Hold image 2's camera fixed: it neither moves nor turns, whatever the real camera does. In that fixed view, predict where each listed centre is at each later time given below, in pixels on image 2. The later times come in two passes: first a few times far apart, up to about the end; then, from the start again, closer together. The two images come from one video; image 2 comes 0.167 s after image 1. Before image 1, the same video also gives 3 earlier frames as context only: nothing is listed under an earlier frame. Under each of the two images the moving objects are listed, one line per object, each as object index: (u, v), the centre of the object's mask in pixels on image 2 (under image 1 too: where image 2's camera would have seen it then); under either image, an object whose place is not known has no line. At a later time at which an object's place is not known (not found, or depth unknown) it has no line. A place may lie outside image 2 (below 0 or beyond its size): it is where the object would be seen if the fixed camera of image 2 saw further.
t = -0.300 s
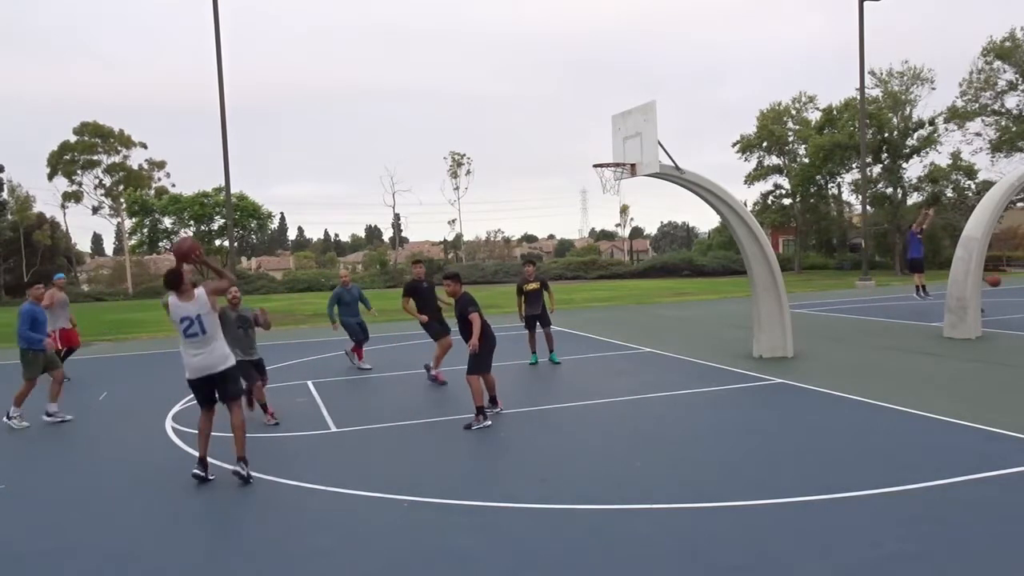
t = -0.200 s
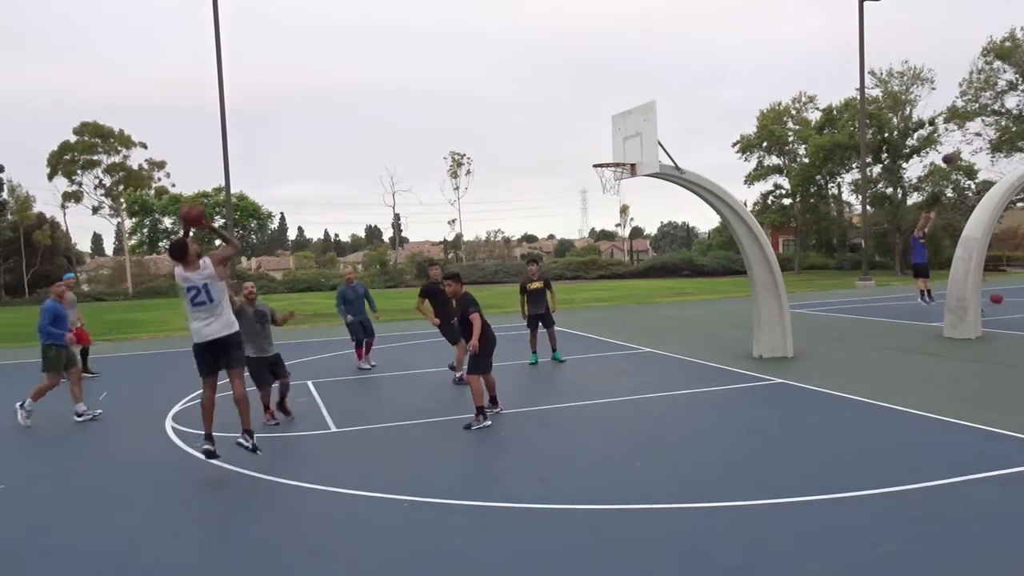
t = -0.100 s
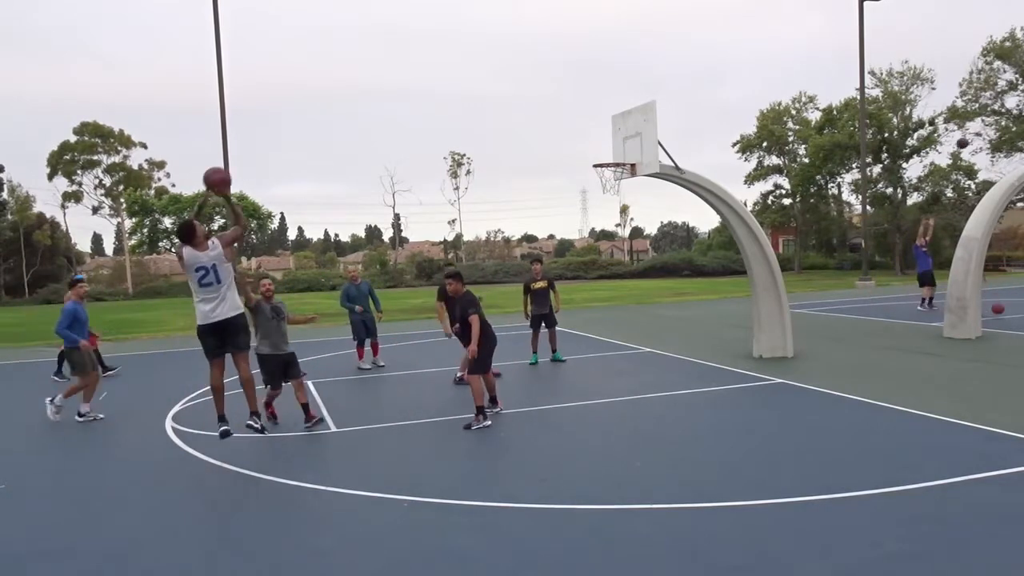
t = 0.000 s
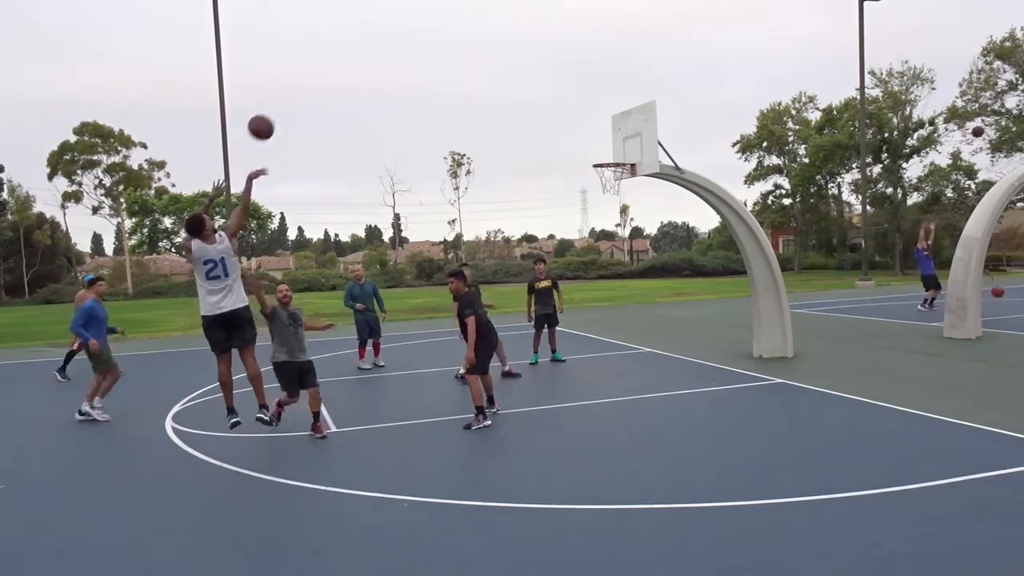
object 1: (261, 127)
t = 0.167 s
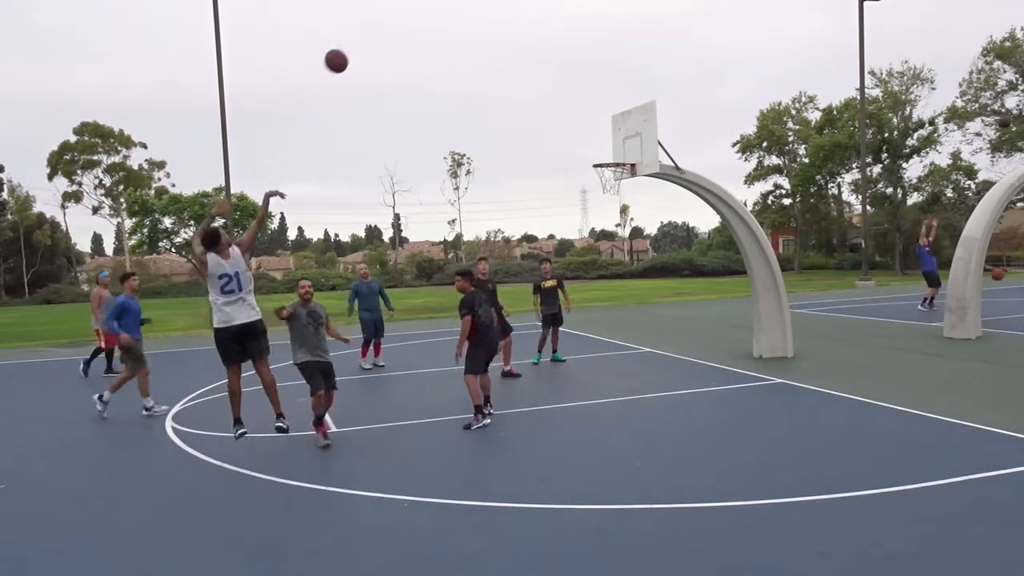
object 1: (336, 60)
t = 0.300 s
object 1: (389, 32)
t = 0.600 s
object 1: (488, 32)
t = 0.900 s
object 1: (567, 97)
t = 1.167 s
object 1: (614, 141)
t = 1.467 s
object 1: (638, 93)
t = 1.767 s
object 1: (672, 112)
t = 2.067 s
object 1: (717, 227)
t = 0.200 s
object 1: (350, 51)
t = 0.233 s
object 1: (363, 44)
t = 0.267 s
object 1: (376, 38)
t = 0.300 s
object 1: (389, 32)
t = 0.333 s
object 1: (401, 28)
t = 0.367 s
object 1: (413, 25)
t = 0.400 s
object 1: (425, 24)
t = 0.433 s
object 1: (436, 23)
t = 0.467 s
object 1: (447, 23)
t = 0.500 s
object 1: (457, 24)
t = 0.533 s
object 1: (468, 26)
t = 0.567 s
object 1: (478, 29)
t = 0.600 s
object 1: (488, 32)
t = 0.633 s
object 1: (498, 37)
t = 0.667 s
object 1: (507, 42)
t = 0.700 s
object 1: (516, 48)
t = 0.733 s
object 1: (525, 54)
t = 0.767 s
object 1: (534, 62)
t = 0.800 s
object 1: (543, 69)
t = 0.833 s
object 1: (551, 78)
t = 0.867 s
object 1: (559, 87)
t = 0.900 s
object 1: (567, 97)
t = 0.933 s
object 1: (575, 106)
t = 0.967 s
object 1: (583, 117)
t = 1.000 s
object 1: (590, 128)
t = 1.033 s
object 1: (597, 140)
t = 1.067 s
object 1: (604, 151)
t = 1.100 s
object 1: (610, 157)
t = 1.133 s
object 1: (612, 150)
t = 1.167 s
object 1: (614, 141)
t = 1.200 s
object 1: (617, 133)
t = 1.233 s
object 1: (619, 126)
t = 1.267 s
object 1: (621, 120)
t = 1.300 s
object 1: (624, 113)
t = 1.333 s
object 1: (627, 108)
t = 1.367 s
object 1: (629, 103)
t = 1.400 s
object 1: (632, 99)
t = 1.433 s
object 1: (635, 96)
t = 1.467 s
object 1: (638, 93)
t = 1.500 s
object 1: (642, 92)
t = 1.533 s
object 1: (645, 91)
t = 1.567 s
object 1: (648, 91)
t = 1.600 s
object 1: (652, 92)
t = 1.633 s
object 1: (656, 94)
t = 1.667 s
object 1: (660, 96)
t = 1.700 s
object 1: (664, 101)
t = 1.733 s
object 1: (668, 105)
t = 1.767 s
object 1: (672, 112)
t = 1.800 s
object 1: (677, 119)
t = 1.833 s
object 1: (681, 128)
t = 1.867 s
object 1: (686, 137)
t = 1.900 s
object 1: (691, 148)
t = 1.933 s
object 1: (696, 161)
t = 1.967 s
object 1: (701, 175)
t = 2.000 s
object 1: (706, 190)
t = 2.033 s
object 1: (711, 208)
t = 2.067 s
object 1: (717, 227)
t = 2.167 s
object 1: (736, 294)
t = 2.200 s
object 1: (742, 320)
